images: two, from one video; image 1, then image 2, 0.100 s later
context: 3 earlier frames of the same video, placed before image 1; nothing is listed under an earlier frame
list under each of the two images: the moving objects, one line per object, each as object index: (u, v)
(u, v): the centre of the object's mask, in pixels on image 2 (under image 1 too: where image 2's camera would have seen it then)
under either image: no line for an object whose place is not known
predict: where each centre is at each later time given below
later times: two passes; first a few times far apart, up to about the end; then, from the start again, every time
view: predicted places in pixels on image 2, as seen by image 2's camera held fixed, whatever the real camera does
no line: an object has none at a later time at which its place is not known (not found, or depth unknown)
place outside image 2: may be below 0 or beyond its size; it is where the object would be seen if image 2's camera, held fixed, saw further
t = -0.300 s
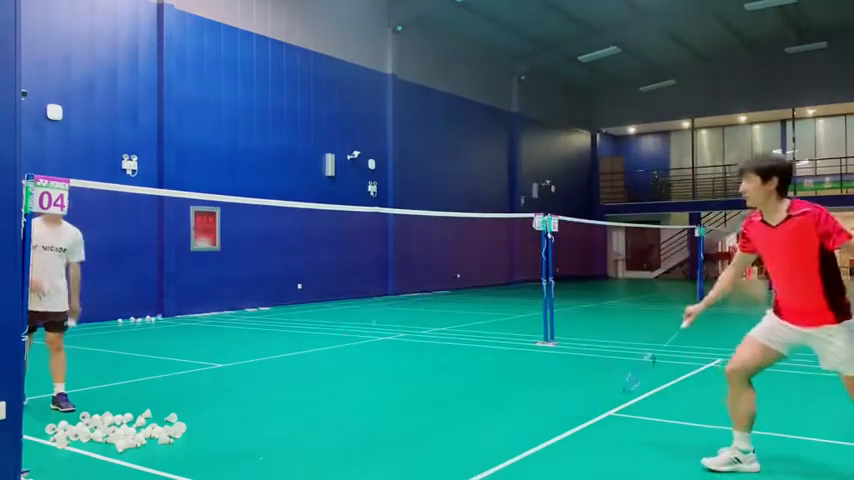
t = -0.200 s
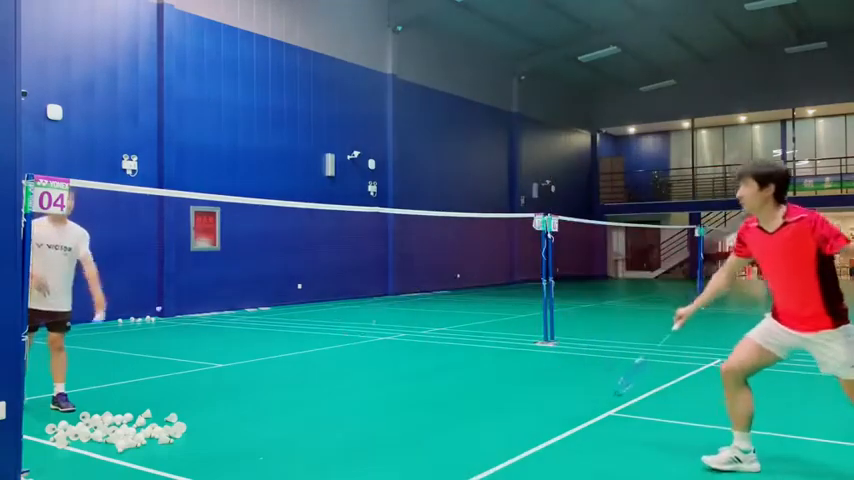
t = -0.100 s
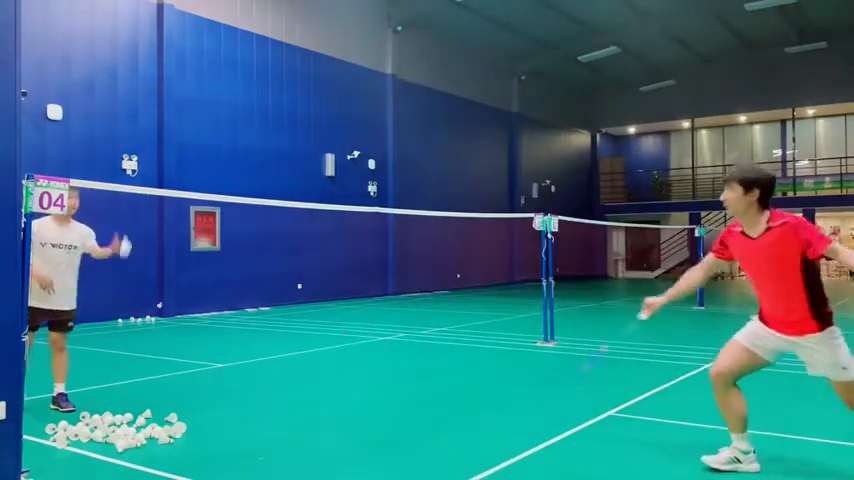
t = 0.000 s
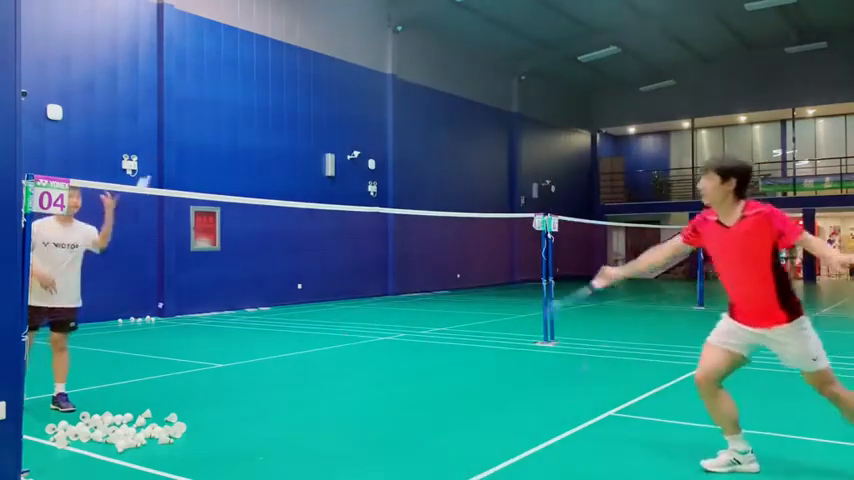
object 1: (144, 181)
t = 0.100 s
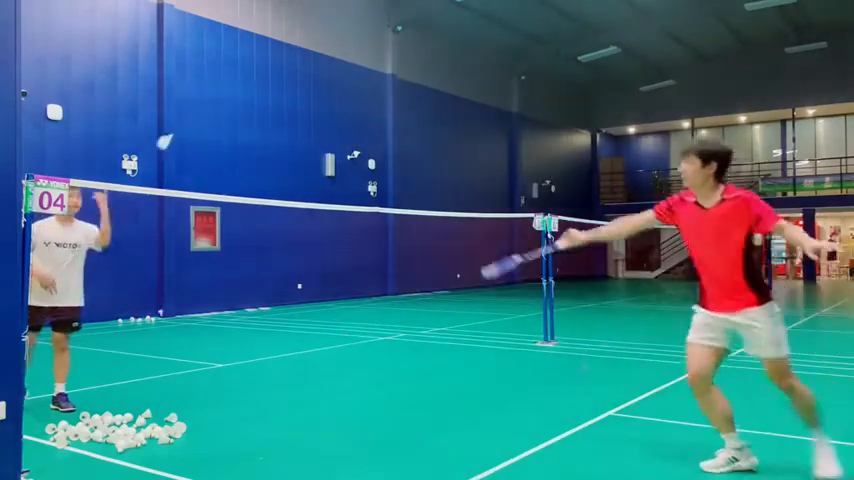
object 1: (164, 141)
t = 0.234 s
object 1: (194, 110)
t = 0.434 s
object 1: (239, 106)
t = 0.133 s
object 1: (172, 131)
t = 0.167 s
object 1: (180, 122)
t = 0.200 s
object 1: (187, 115)
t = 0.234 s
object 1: (194, 110)
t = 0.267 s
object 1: (202, 105)
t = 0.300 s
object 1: (209, 103)
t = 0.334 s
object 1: (216, 101)
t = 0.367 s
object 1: (223, 101)
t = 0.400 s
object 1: (231, 103)
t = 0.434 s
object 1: (239, 106)
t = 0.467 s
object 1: (247, 112)
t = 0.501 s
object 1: (255, 119)
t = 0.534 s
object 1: (263, 129)
